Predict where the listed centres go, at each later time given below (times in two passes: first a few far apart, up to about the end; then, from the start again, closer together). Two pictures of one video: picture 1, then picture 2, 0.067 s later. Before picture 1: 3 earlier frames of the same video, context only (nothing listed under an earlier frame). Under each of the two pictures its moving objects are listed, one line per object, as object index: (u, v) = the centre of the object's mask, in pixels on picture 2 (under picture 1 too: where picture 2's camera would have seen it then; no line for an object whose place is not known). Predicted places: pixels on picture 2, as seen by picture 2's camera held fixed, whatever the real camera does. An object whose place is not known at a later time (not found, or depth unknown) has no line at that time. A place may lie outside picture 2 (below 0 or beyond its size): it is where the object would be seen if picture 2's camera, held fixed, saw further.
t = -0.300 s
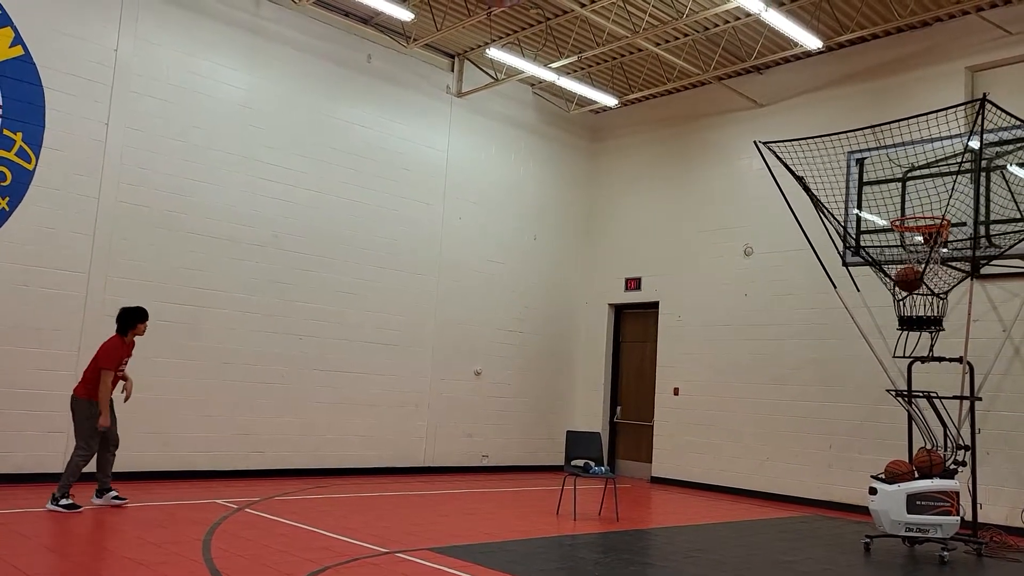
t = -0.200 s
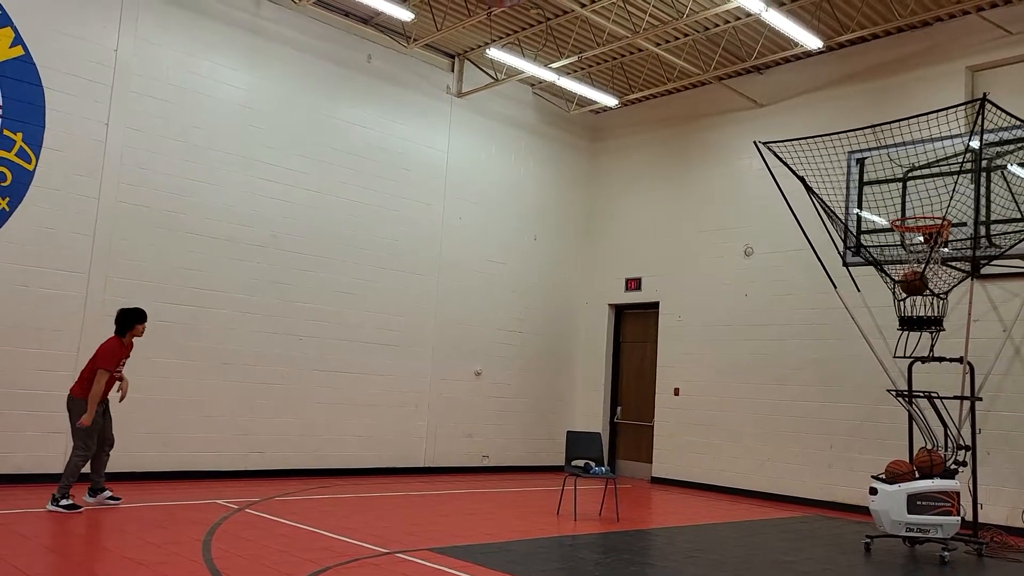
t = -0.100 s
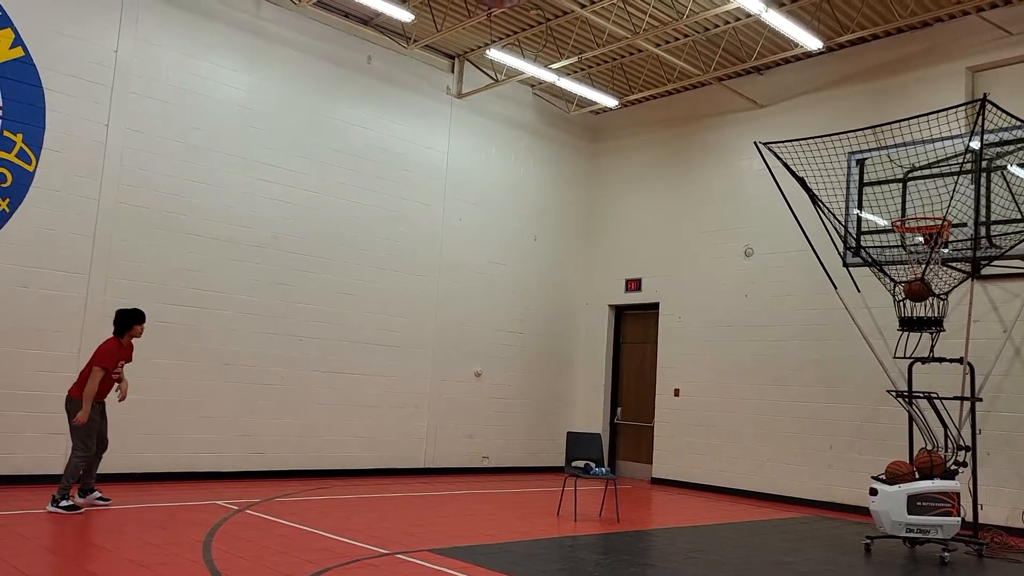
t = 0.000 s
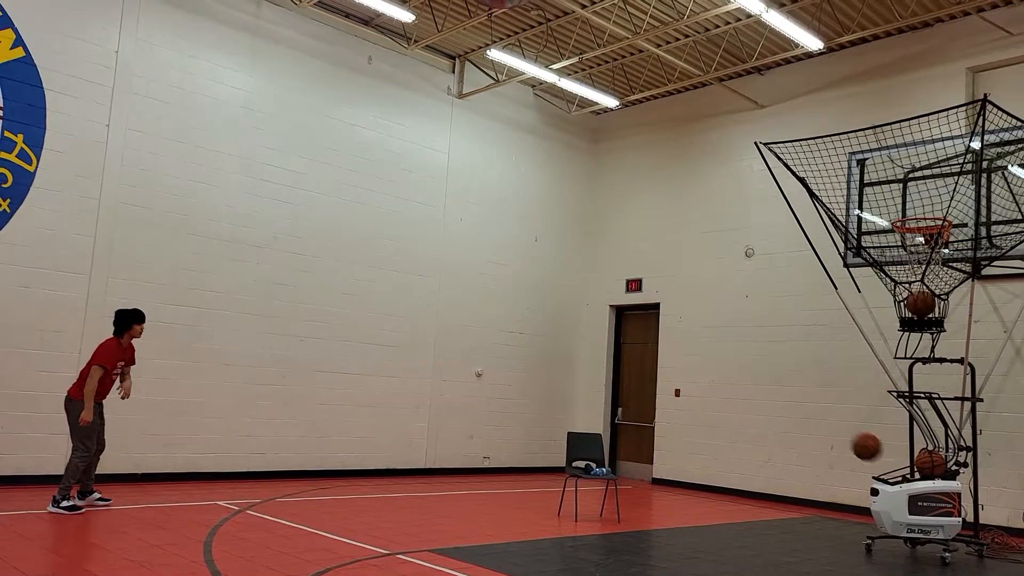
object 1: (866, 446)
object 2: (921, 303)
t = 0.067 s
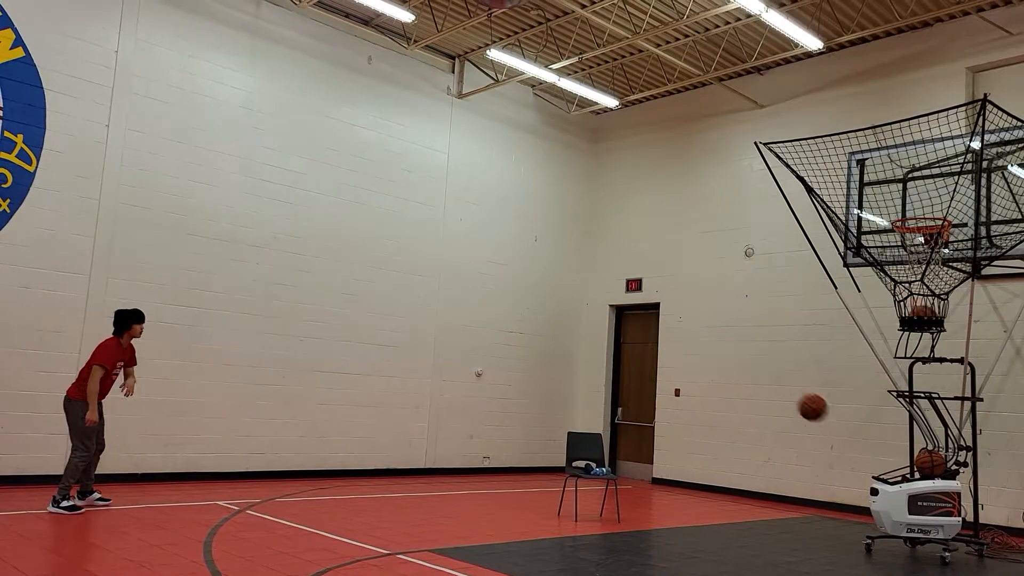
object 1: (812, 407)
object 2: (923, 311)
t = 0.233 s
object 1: (683, 333)
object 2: (917, 340)
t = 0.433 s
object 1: (531, 287)
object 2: (918, 341)
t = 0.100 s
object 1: (786, 389)
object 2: (923, 334)
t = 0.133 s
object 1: (760, 373)
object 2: (917, 336)
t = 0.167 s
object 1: (734, 358)
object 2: (916, 337)
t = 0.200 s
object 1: (708, 345)
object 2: (916, 338)
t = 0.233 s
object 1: (683, 333)
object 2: (917, 340)
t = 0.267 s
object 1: (657, 321)
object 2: (918, 341)
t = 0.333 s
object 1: (606, 304)
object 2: (923, 339)
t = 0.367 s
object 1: (581, 297)
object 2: (922, 339)
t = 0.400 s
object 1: (556, 291)
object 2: (920, 340)
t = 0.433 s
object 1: (531, 287)
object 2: (918, 341)
